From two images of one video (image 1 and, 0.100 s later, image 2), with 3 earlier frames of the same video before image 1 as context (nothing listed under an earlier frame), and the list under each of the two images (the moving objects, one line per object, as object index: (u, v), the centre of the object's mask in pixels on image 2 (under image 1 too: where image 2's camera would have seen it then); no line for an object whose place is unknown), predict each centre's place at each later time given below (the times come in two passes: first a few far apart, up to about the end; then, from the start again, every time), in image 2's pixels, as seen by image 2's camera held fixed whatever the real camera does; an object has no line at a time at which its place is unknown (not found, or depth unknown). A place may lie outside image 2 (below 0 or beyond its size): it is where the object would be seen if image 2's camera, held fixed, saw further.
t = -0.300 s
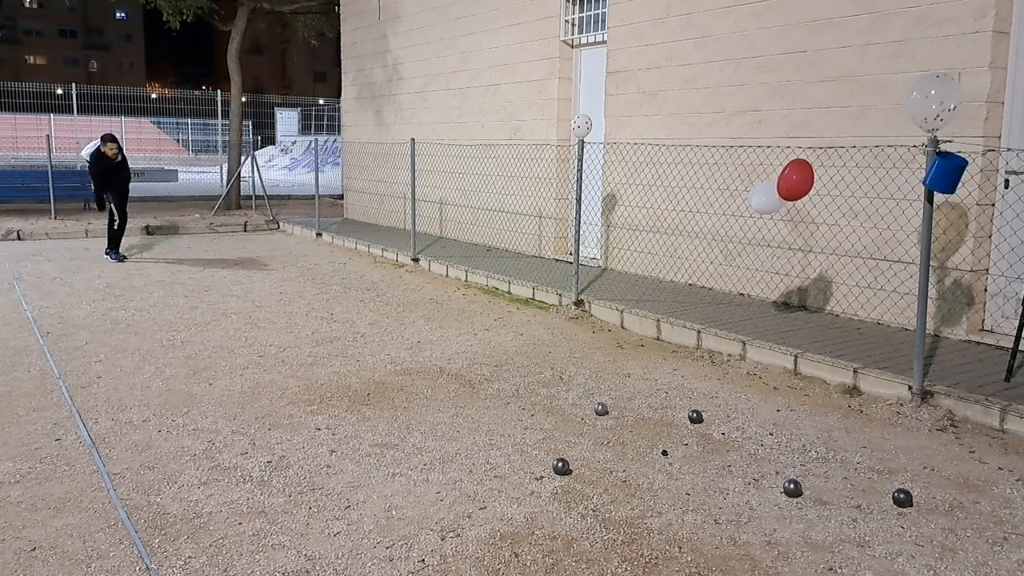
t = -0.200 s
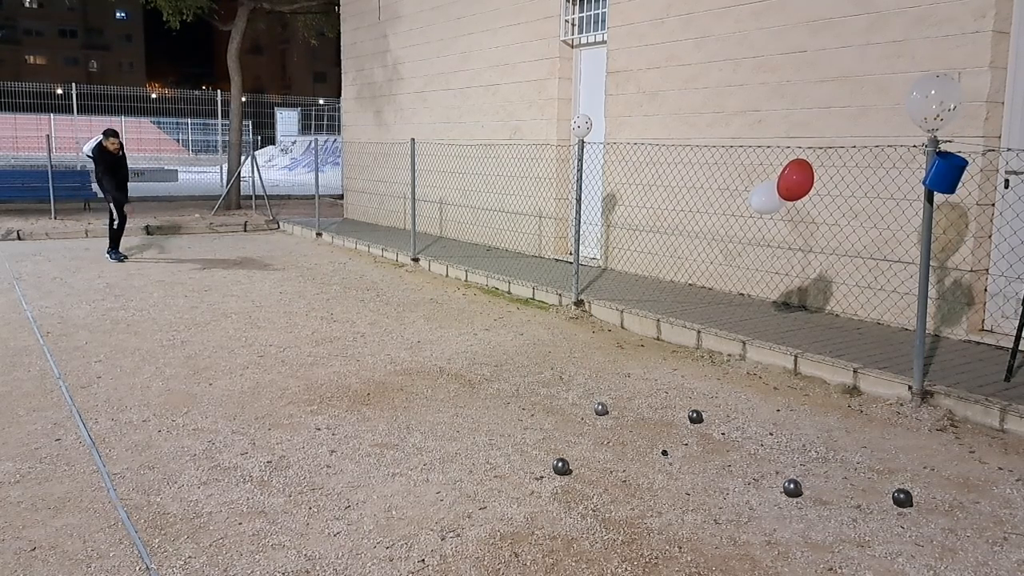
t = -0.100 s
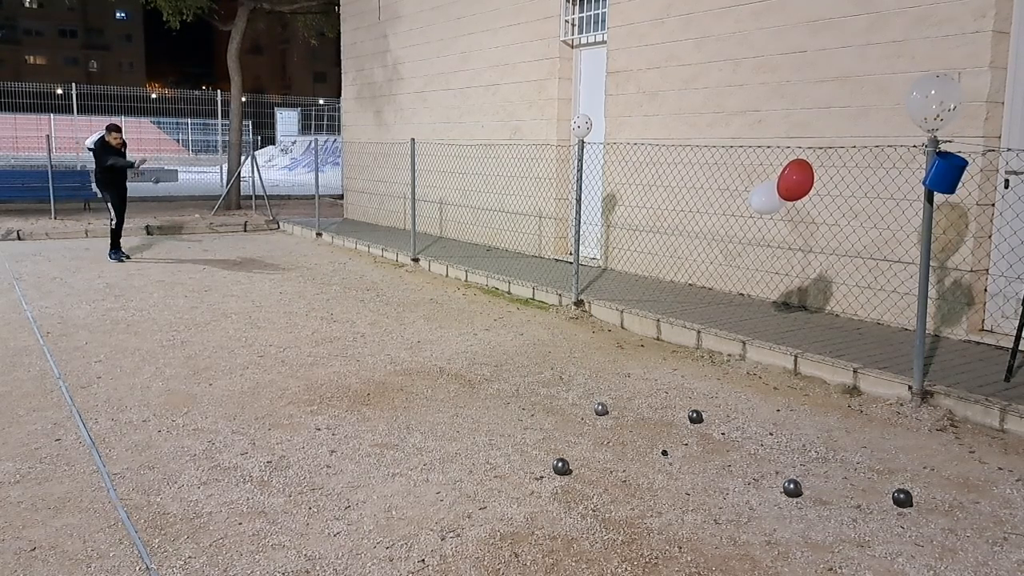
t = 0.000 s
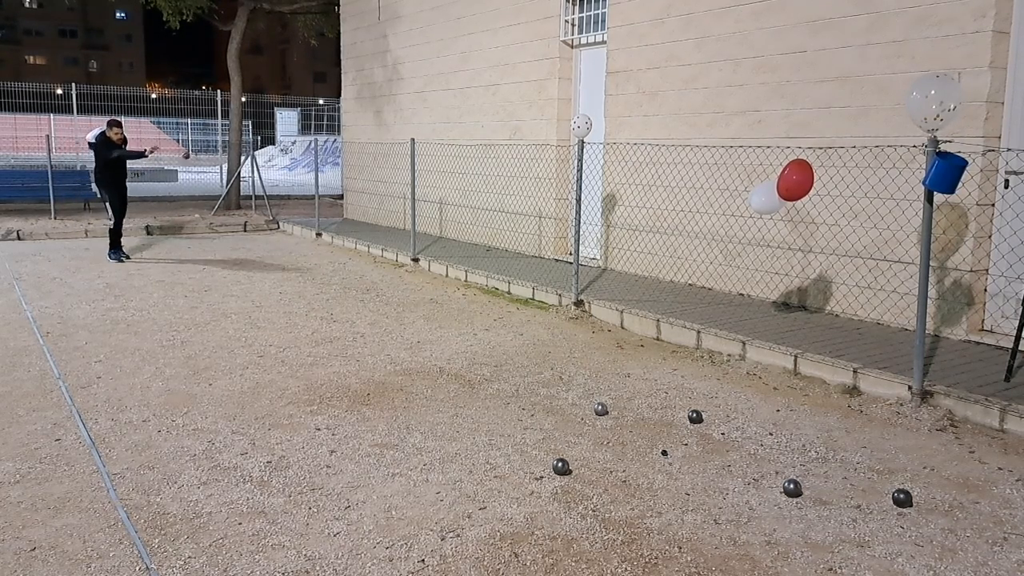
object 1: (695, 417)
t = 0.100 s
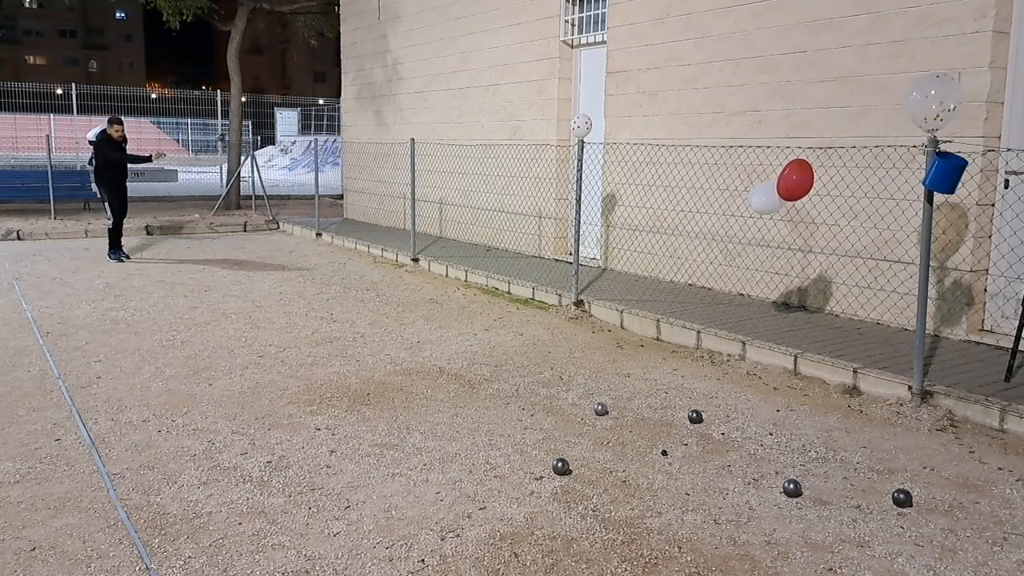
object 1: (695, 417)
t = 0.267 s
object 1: (695, 417)
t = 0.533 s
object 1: (695, 417)
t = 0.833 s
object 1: (707, 417)
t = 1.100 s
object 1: (824, 441)
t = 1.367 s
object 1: (920, 461)
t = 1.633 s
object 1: (1000, 478)
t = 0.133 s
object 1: (695, 417)
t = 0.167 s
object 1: (695, 417)
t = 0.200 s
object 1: (695, 417)
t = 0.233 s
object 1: (695, 417)
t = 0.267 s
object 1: (695, 417)
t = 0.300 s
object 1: (695, 417)
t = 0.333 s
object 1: (695, 417)
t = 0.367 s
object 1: (695, 417)
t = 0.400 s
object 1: (695, 417)
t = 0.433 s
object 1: (695, 417)
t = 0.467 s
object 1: (695, 417)
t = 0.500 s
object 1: (695, 417)
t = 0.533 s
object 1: (695, 417)
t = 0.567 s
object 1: (695, 417)
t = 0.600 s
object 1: (695, 417)
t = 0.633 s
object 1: (695, 417)
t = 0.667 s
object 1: (695, 417)
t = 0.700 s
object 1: (695, 417)
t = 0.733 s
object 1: (695, 417)
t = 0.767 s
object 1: (695, 417)
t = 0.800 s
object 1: (695, 417)
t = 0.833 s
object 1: (707, 417)
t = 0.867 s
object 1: (723, 418)
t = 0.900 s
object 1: (738, 421)
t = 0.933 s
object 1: (753, 425)
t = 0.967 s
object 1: (769, 430)
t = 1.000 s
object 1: (782, 432)
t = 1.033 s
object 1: (796, 435)
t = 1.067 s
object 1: (810, 438)
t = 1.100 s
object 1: (824, 441)
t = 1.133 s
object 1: (836, 443)
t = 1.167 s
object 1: (850, 446)
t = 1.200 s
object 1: (862, 448)
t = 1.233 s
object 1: (873, 449)
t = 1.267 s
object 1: (886, 453)
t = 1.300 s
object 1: (897, 457)
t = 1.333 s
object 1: (909, 459)
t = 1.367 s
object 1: (920, 461)
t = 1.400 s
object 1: (931, 462)
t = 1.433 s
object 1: (941, 463)
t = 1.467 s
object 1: (952, 466)
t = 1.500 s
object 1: (961, 471)
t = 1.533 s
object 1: (971, 473)
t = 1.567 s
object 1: (981, 475)
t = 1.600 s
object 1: (991, 477)
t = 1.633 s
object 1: (1000, 478)
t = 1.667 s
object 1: (1009, 479)
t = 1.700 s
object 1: (1015, 481)
